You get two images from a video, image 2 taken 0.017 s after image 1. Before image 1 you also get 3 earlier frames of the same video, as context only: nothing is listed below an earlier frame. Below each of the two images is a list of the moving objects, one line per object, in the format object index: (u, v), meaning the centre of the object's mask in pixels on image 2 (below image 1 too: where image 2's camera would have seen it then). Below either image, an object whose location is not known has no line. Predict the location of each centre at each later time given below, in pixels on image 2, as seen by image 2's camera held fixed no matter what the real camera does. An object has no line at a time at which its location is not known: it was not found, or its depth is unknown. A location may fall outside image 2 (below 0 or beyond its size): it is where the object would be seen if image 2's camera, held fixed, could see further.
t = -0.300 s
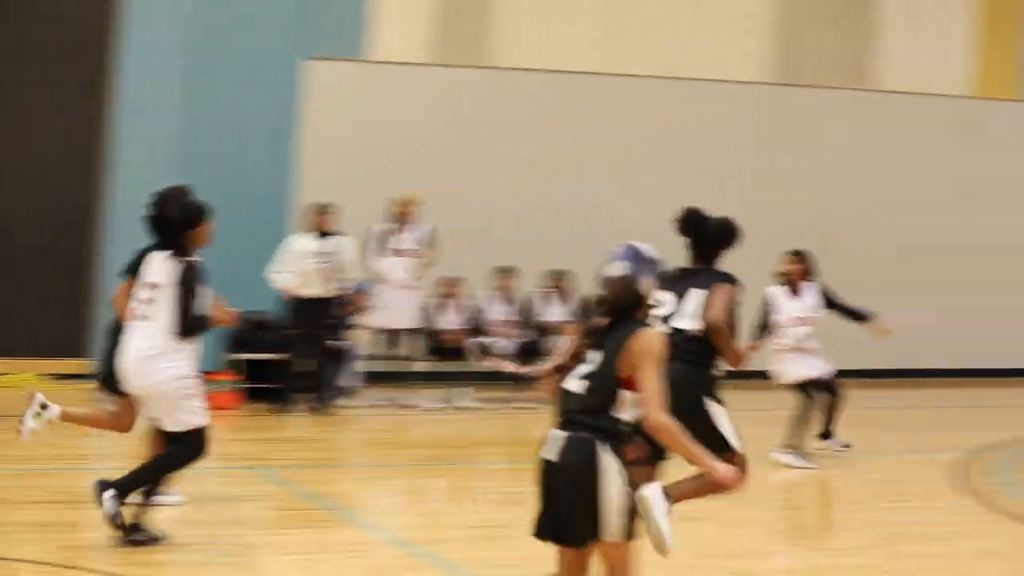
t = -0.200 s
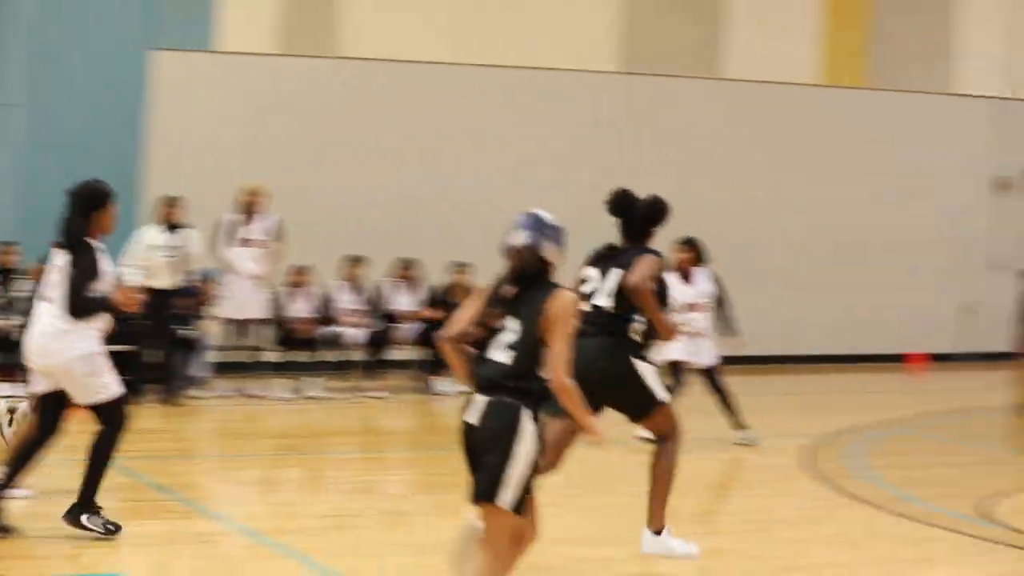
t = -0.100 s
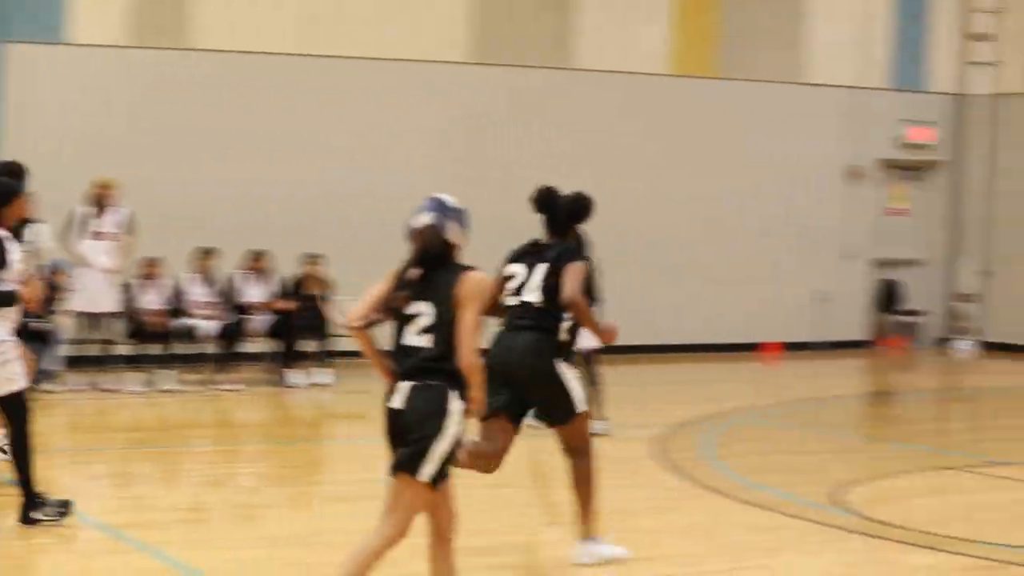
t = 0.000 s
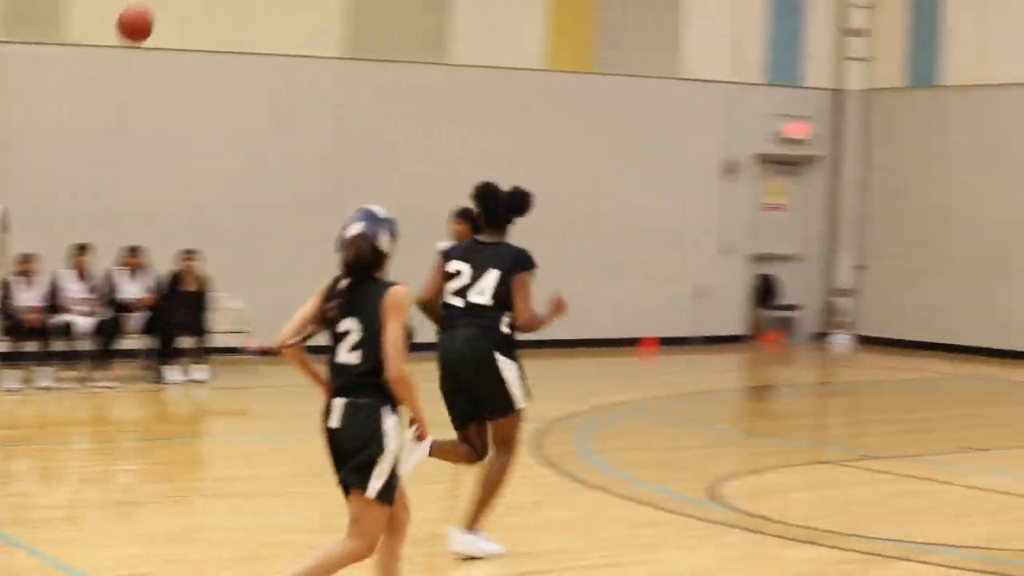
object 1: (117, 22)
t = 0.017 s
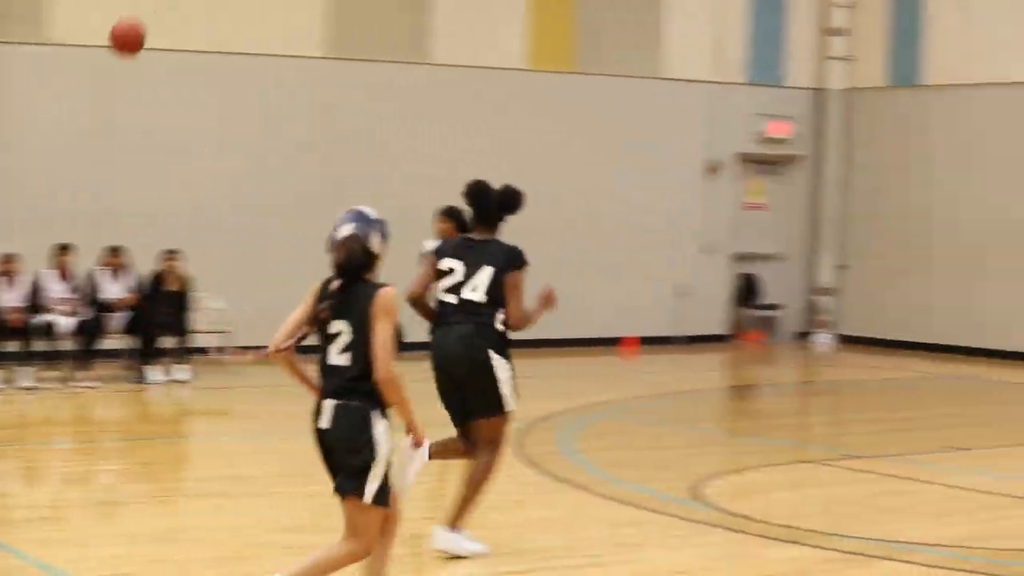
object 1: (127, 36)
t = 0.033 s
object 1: (138, 51)
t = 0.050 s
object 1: (148, 66)
